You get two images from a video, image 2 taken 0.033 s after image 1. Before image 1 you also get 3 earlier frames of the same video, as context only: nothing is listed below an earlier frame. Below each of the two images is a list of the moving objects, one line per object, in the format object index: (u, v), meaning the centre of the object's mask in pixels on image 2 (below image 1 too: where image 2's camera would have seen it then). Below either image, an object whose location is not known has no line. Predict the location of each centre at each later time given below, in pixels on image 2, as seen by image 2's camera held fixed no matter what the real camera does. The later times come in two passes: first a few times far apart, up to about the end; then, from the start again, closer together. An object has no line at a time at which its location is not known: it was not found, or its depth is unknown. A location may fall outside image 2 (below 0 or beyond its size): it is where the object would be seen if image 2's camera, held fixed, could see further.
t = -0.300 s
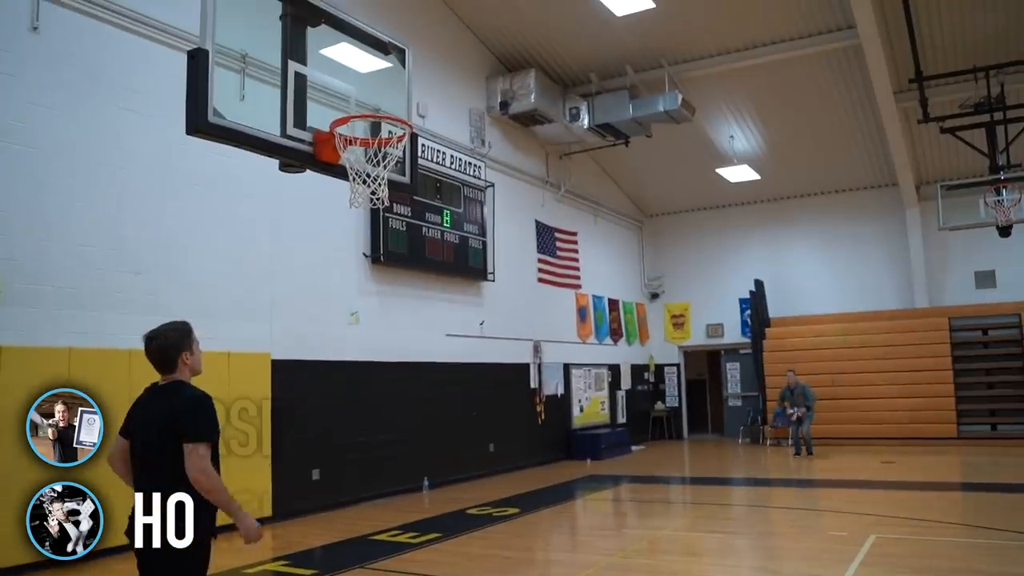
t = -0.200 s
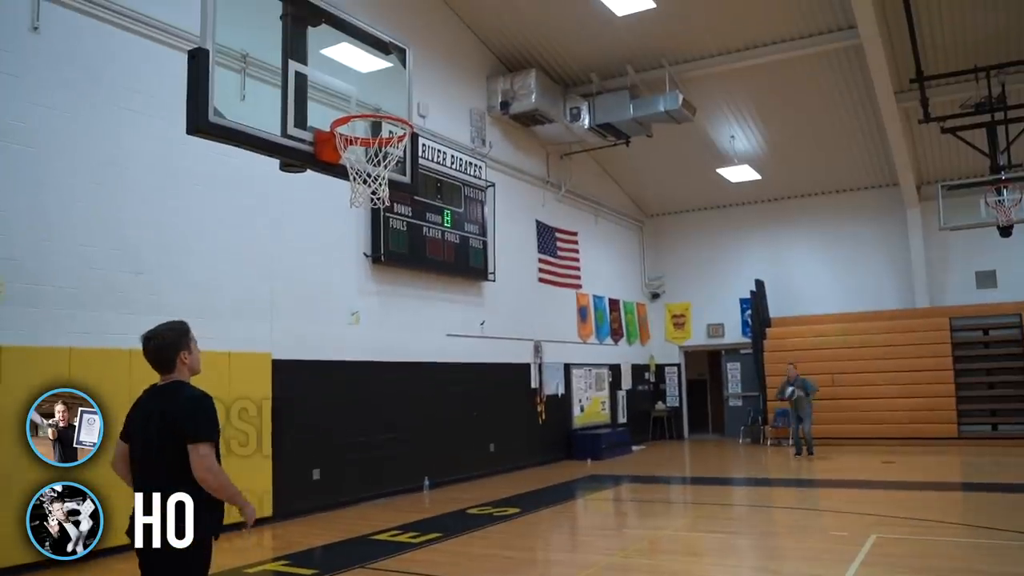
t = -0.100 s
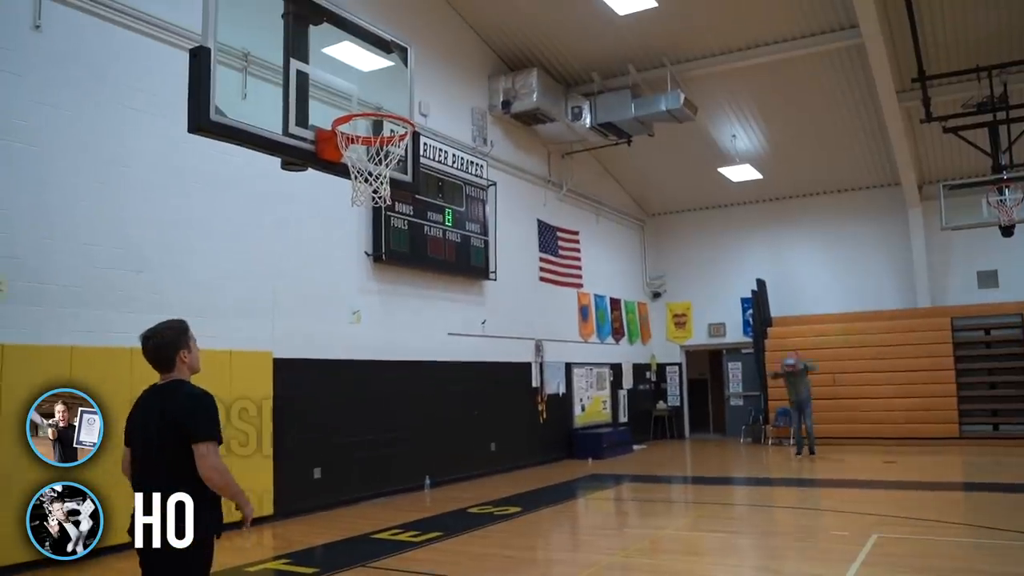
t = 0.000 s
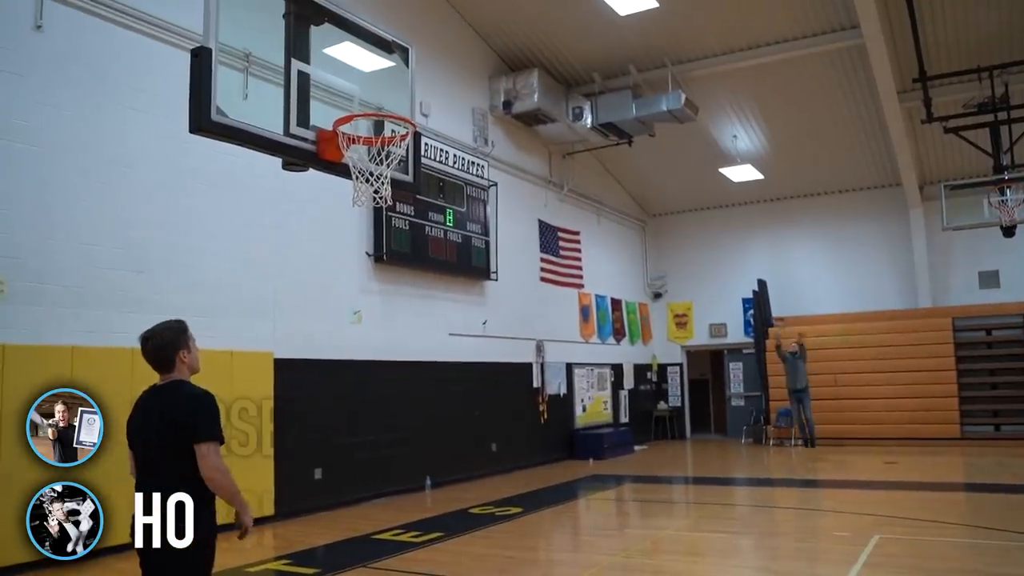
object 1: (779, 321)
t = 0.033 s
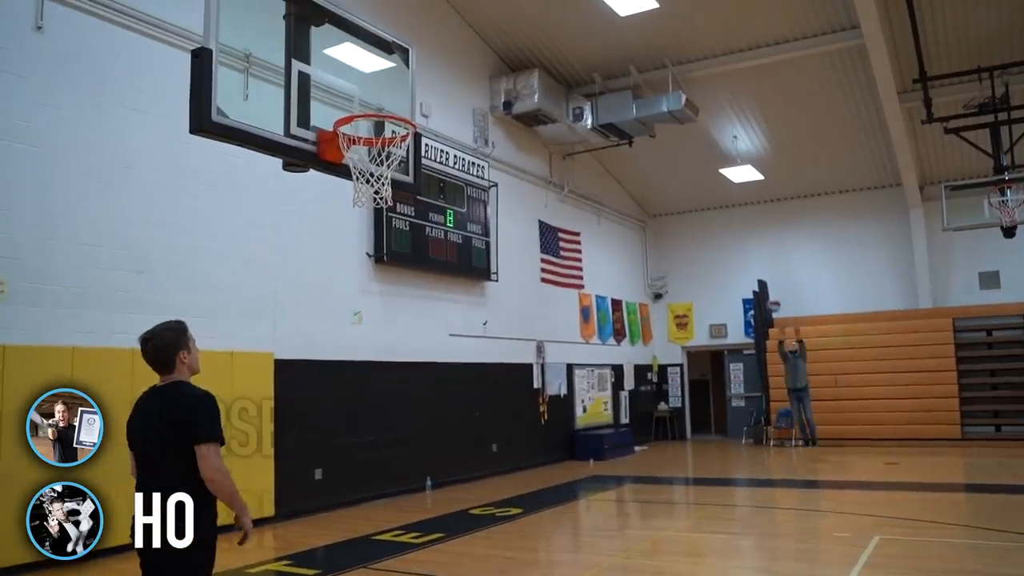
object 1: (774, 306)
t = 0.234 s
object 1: (744, 216)
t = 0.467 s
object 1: (704, 125)
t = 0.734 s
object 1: (647, 45)
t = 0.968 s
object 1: (578, 6)
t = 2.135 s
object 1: (975, 182)
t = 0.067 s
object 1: (769, 290)
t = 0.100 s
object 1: (764, 274)
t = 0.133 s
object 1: (759, 260)
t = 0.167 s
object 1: (754, 245)
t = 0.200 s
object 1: (749, 231)
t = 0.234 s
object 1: (744, 216)
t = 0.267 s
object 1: (738, 202)
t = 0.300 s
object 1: (733, 189)
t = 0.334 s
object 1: (727, 176)
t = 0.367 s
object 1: (721, 161)
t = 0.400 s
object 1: (716, 150)
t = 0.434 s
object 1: (710, 138)
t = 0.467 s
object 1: (704, 125)
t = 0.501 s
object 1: (697, 114)
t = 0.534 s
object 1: (692, 104)
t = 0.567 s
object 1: (684, 91)
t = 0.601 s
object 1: (677, 82)
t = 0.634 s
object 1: (670, 72)
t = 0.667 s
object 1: (663, 63)
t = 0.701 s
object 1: (655, 54)
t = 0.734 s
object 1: (647, 45)
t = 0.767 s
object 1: (638, 38)
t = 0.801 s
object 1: (630, 30)
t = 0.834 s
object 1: (620, 24)
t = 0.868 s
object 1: (610, 16)
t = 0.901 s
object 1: (600, 11)
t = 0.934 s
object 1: (589, 9)
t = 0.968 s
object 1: (578, 6)
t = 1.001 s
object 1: (566, 4)
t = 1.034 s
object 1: (554, 3)
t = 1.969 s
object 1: (846, 102)
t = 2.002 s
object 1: (873, 113)
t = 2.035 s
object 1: (898, 129)
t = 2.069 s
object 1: (924, 145)
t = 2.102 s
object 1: (951, 162)
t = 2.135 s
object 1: (975, 182)
